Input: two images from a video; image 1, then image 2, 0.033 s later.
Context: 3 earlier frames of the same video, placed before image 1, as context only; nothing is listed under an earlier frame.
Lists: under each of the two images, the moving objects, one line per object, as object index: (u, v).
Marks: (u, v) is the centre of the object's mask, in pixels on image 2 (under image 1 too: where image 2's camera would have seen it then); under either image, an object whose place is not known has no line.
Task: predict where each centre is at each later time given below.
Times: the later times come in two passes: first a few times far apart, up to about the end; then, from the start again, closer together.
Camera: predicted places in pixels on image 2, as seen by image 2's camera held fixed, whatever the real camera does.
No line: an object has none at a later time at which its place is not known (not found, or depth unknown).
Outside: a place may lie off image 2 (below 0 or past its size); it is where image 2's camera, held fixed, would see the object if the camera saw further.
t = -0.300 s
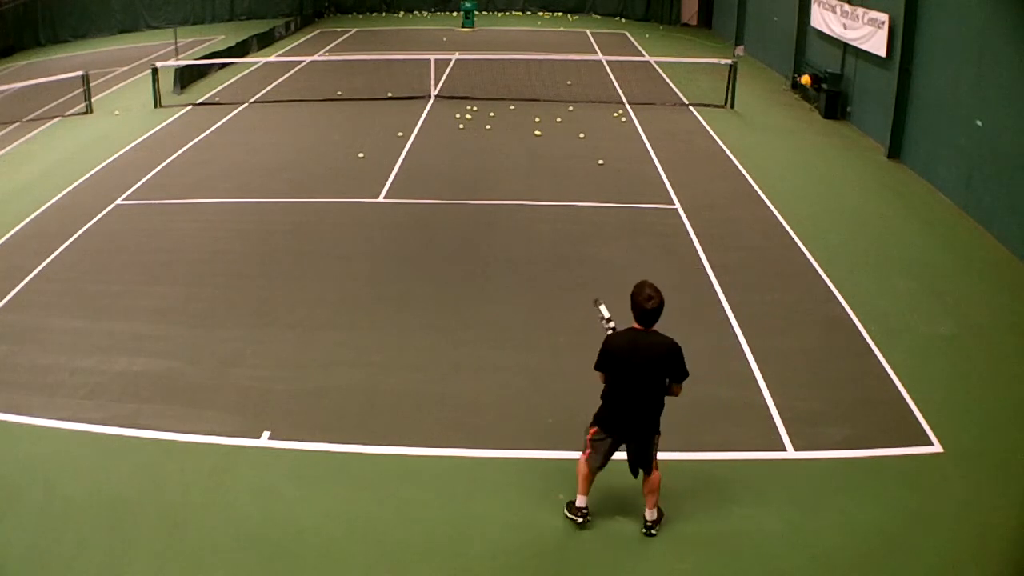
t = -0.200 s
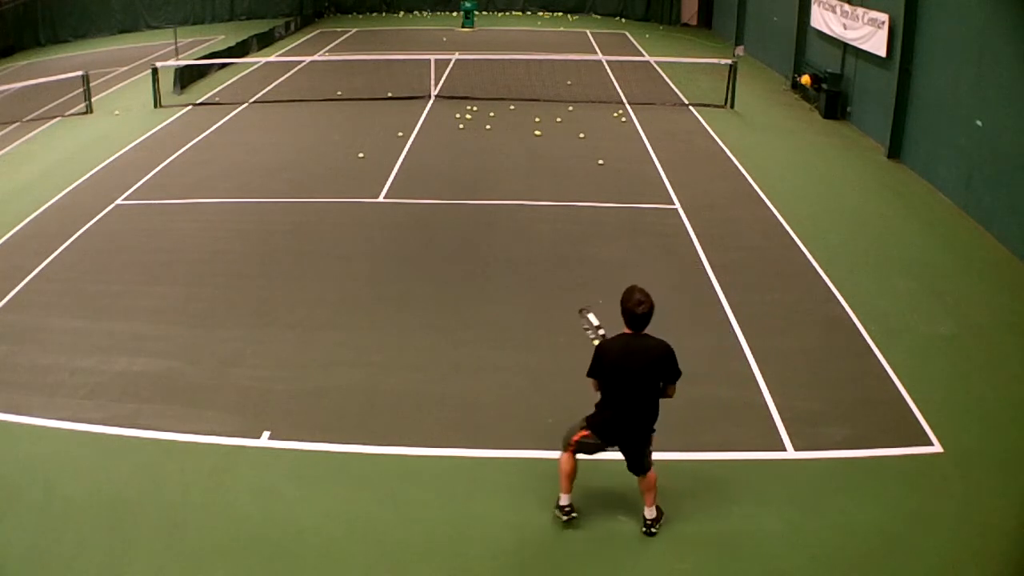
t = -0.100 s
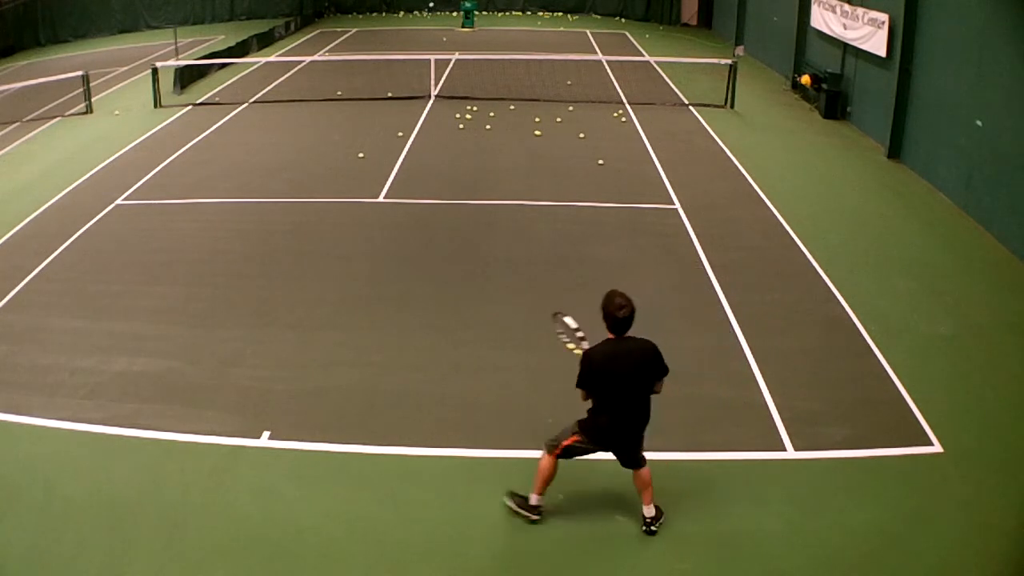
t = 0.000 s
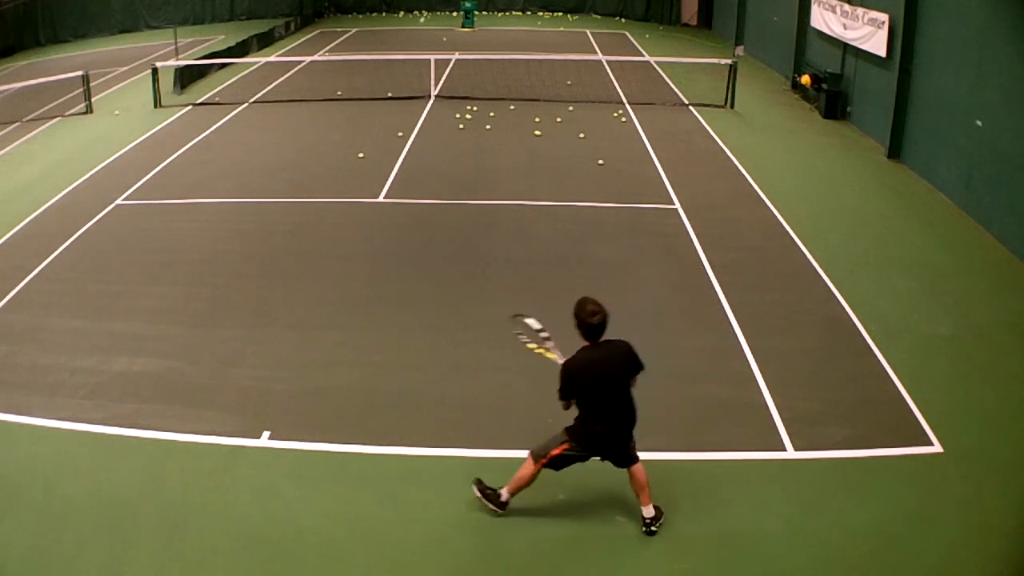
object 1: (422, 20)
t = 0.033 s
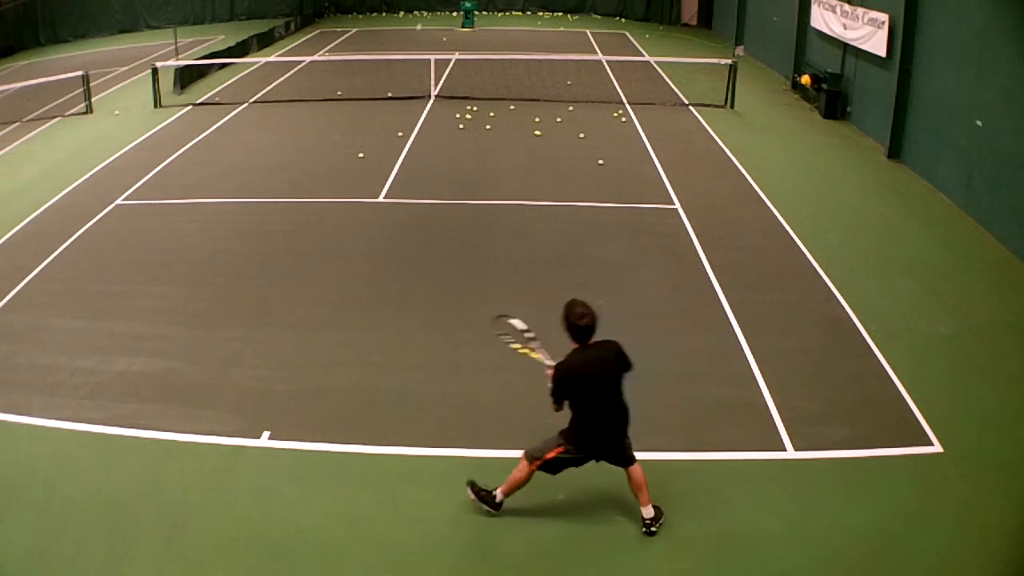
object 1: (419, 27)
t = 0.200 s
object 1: (399, 80)
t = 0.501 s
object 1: (350, 268)
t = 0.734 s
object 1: (307, 264)
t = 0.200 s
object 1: (399, 80)
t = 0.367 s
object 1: (374, 178)
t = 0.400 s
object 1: (368, 208)
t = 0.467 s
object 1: (356, 267)
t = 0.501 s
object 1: (350, 268)
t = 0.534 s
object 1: (345, 264)
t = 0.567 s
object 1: (339, 262)
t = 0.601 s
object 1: (334, 260)
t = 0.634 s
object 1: (327, 259)
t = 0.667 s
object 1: (321, 259)
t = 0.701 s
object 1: (314, 261)
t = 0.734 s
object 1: (307, 264)
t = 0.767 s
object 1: (300, 269)
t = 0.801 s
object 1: (293, 275)
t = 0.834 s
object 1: (285, 283)
